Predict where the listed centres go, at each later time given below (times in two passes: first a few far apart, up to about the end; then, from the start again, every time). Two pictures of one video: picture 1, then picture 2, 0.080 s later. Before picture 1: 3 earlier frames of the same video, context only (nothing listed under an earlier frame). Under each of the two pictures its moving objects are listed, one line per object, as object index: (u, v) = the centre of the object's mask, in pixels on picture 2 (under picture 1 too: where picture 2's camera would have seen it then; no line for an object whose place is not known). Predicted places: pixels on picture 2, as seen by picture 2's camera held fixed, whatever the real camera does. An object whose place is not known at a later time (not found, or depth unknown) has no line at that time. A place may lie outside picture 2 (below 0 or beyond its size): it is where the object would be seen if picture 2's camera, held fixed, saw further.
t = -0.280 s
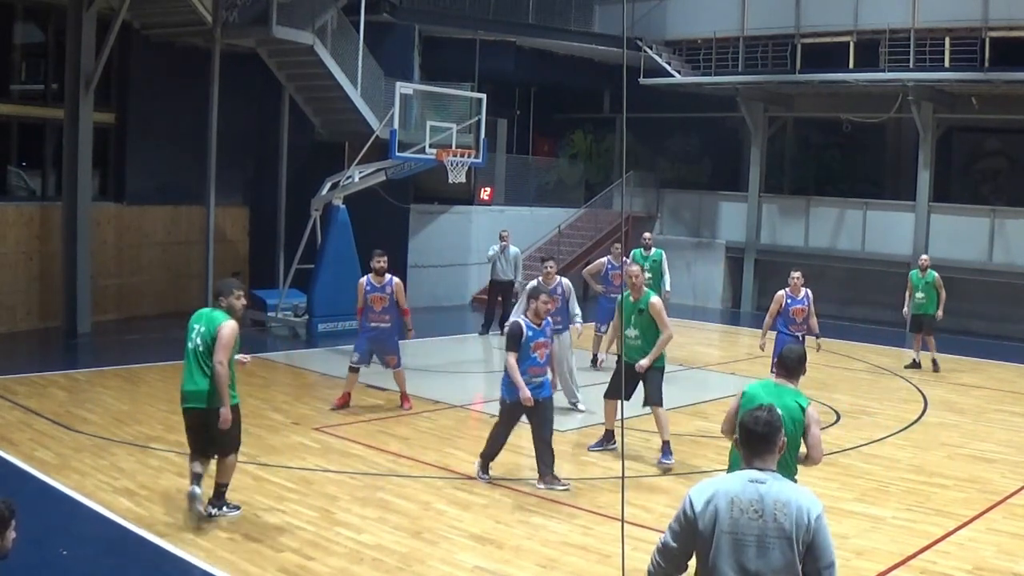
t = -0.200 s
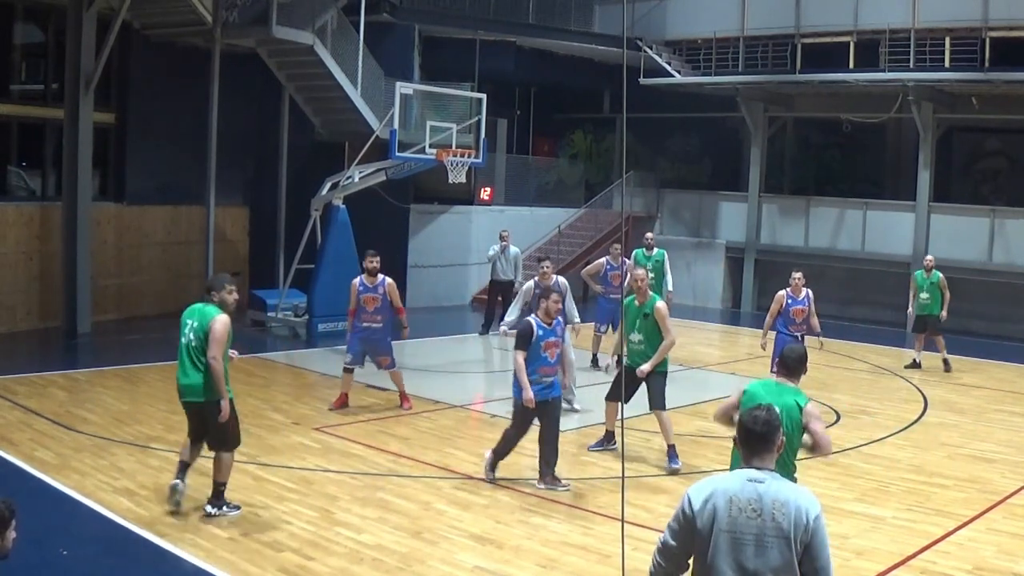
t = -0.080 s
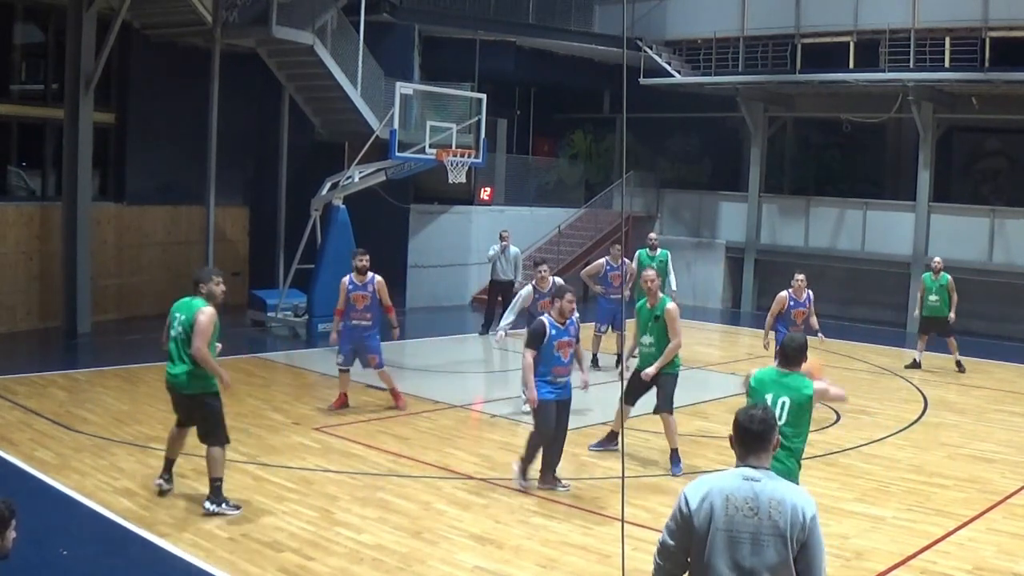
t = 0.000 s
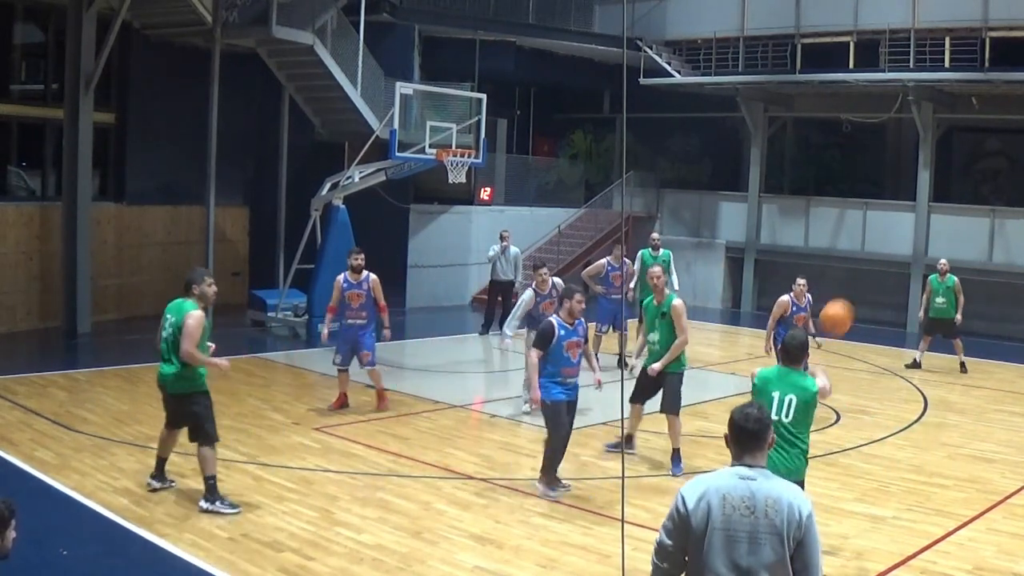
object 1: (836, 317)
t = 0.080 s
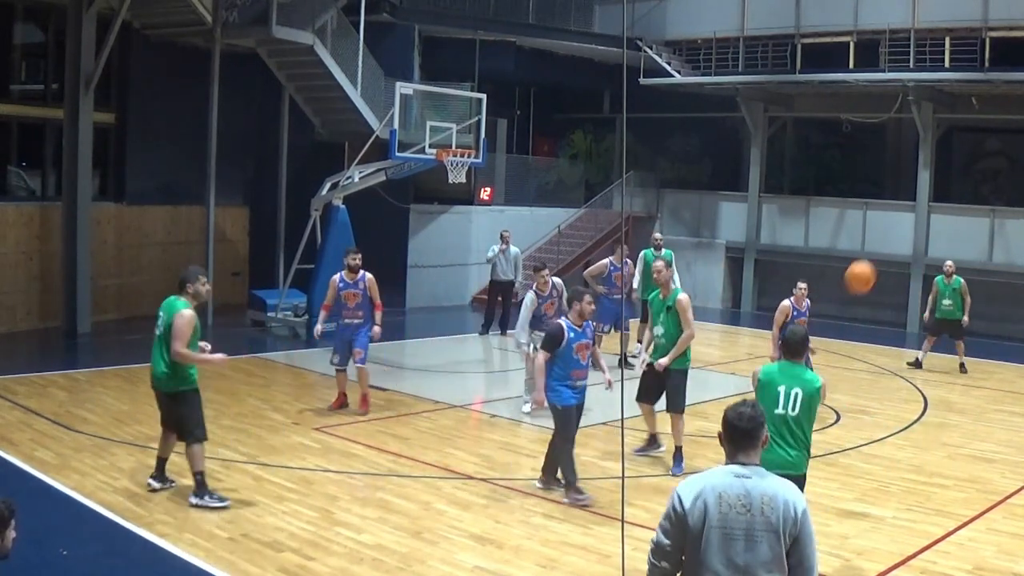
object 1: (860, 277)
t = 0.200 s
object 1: (888, 238)
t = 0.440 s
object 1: (922, 218)
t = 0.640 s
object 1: (938, 237)
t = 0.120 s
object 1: (870, 262)
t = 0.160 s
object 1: (879, 249)
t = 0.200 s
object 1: (888, 238)
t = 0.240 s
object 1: (895, 230)
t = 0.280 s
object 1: (901, 224)
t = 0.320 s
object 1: (908, 221)
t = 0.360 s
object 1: (912, 218)
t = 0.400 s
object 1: (918, 218)
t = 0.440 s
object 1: (922, 218)
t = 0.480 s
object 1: (926, 220)
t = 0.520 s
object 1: (930, 222)
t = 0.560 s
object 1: (933, 226)
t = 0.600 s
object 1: (936, 231)
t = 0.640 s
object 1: (938, 237)
